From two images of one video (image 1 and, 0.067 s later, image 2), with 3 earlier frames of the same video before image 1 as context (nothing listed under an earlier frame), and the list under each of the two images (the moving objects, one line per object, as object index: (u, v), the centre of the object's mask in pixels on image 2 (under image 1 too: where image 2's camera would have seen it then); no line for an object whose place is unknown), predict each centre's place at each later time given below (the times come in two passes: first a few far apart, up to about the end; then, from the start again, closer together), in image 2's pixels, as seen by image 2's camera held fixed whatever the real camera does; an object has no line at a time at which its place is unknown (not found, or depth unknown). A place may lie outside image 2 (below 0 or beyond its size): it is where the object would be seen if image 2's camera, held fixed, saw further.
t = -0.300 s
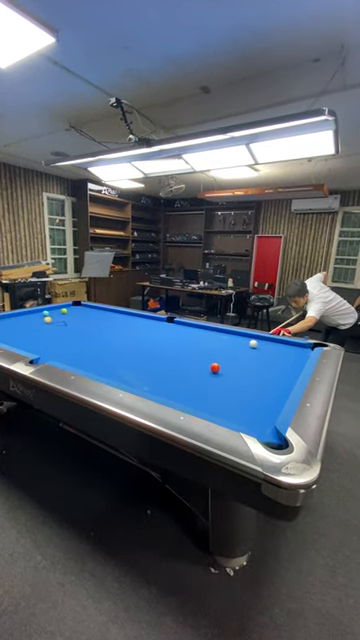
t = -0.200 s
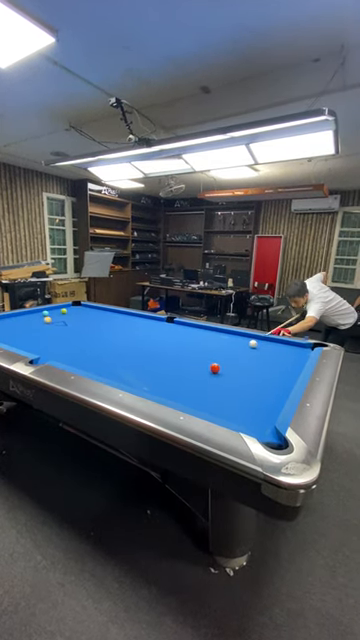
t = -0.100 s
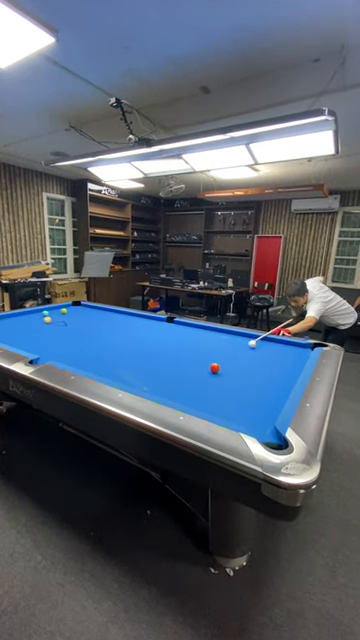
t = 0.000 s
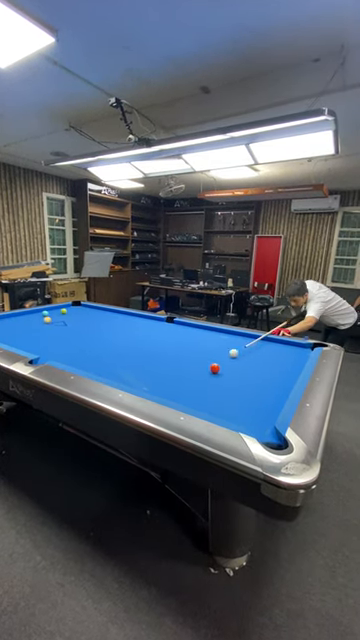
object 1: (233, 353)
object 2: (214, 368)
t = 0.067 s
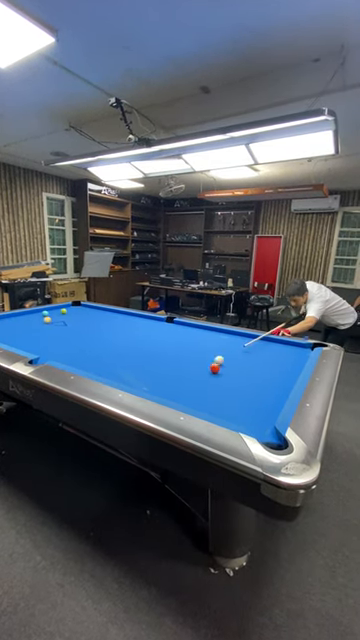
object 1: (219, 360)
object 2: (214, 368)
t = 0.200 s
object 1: (177, 367)
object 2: (222, 379)
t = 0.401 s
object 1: (104, 376)
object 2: (238, 401)
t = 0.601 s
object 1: (110, 361)
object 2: (259, 429)
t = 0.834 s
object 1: (114, 347)
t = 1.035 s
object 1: (117, 337)
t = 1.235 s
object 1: (119, 329)
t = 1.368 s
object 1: (120, 325)
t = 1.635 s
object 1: (122, 318)
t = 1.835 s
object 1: (123, 313)
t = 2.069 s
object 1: (116, 313)
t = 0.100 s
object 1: (209, 362)
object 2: (214, 368)
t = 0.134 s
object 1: (200, 365)
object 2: (217, 372)
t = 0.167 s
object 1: (188, 366)
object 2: (219, 376)
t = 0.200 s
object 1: (177, 367)
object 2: (222, 379)
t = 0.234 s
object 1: (166, 368)
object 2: (225, 383)
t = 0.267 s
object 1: (154, 370)
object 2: (227, 386)
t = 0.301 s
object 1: (142, 372)
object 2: (230, 390)
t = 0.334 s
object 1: (129, 374)
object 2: (233, 393)
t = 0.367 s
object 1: (117, 375)
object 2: (235, 397)
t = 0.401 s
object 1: (104, 376)
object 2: (238, 401)
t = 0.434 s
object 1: (105, 373)
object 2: (241, 405)
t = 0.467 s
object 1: (107, 371)
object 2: (244, 409)
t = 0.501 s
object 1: (108, 368)
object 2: (247, 413)
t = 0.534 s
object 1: (108, 366)
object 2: (251, 418)
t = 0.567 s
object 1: (109, 363)
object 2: (254, 423)
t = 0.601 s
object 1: (110, 361)
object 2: (259, 429)
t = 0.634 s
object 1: (110, 358)
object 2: (263, 434)
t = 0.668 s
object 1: (111, 356)
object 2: (267, 440)
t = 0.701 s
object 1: (112, 354)
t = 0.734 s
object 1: (112, 352)
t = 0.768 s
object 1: (113, 350)
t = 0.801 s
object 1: (113, 348)
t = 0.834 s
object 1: (114, 347)
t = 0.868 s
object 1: (114, 345)
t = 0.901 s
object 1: (115, 343)
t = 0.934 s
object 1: (115, 342)
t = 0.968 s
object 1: (116, 340)
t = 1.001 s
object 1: (116, 339)
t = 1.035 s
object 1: (117, 337)
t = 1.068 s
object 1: (117, 336)
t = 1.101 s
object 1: (118, 335)
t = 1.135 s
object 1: (118, 333)
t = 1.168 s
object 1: (118, 332)
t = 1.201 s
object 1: (119, 331)
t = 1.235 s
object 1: (119, 329)
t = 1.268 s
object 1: (119, 328)
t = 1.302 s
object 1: (120, 327)
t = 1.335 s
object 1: (120, 326)
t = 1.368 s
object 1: (120, 325)
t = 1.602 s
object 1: (122, 319)
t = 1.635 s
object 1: (122, 318)
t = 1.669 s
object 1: (123, 317)
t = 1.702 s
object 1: (123, 316)
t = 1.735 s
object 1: (123, 315)
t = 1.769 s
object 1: (123, 315)
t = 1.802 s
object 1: (123, 314)
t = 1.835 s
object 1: (123, 313)
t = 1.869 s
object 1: (124, 313)
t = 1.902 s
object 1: (123, 313)
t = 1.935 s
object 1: (121, 313)
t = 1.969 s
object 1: (120, 313)
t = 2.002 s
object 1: (119, 313)
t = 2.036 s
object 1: (118, 313)
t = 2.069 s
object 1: (116, 313)
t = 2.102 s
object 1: (115, 313)
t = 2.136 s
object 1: (114, 313)
